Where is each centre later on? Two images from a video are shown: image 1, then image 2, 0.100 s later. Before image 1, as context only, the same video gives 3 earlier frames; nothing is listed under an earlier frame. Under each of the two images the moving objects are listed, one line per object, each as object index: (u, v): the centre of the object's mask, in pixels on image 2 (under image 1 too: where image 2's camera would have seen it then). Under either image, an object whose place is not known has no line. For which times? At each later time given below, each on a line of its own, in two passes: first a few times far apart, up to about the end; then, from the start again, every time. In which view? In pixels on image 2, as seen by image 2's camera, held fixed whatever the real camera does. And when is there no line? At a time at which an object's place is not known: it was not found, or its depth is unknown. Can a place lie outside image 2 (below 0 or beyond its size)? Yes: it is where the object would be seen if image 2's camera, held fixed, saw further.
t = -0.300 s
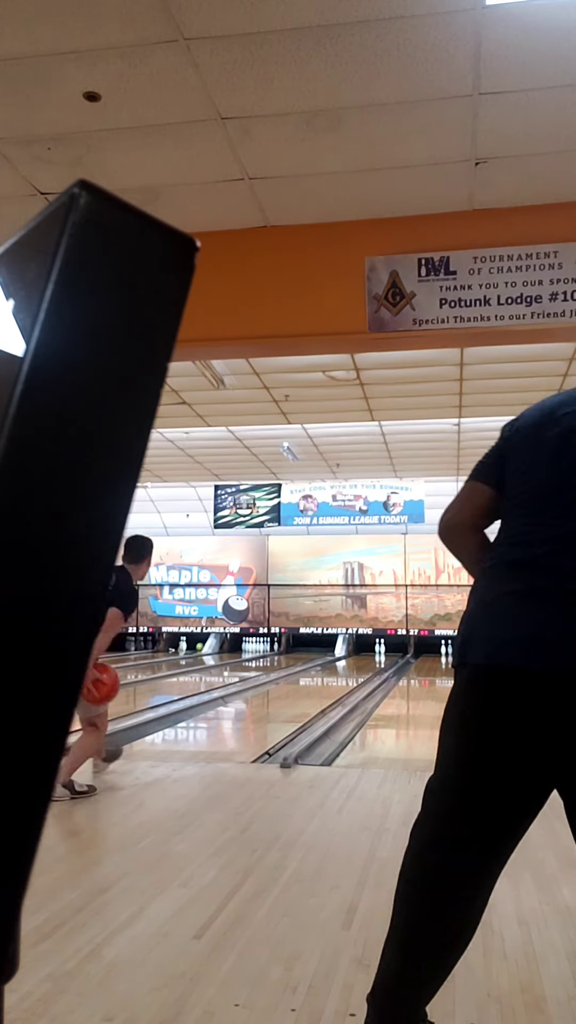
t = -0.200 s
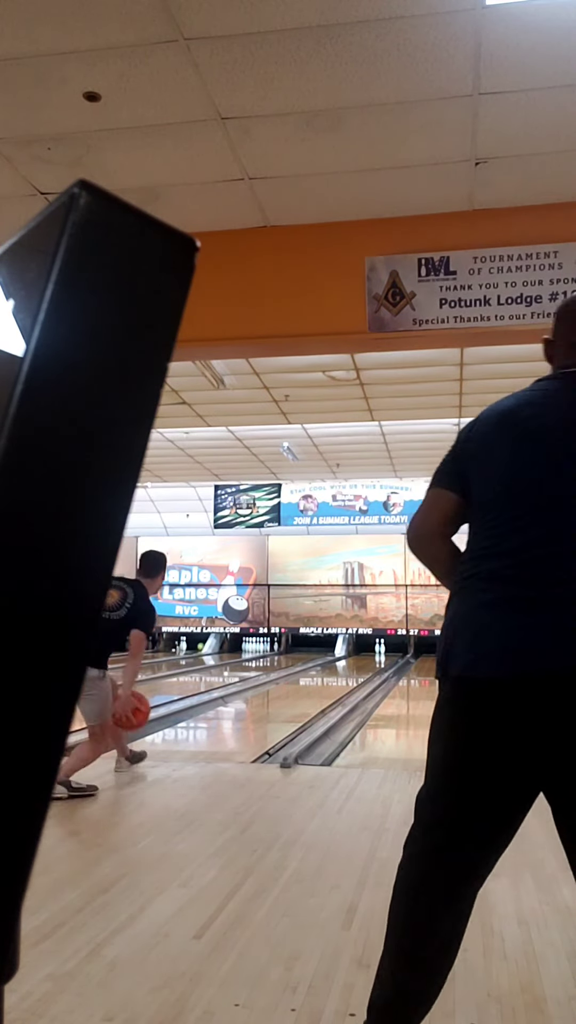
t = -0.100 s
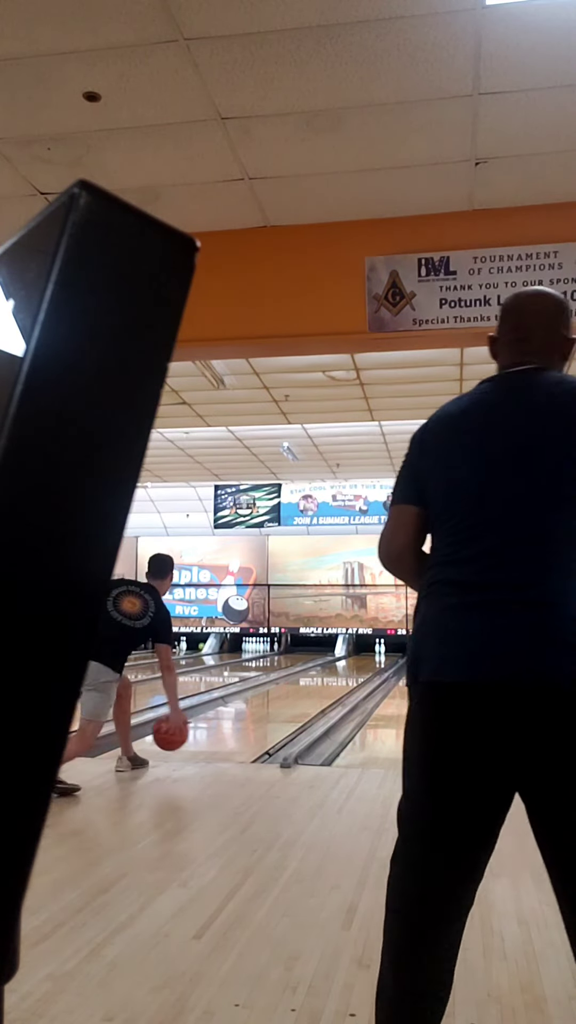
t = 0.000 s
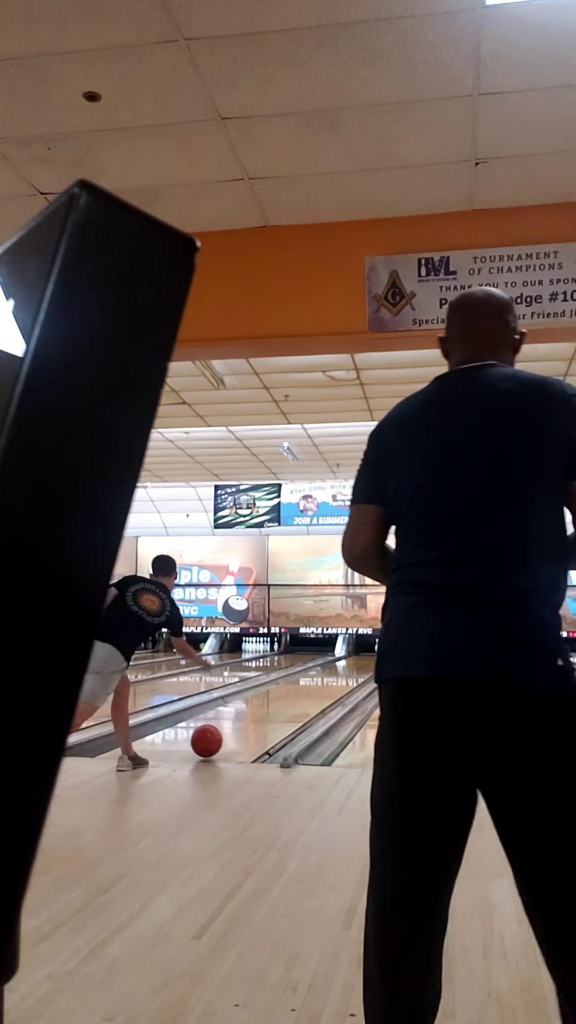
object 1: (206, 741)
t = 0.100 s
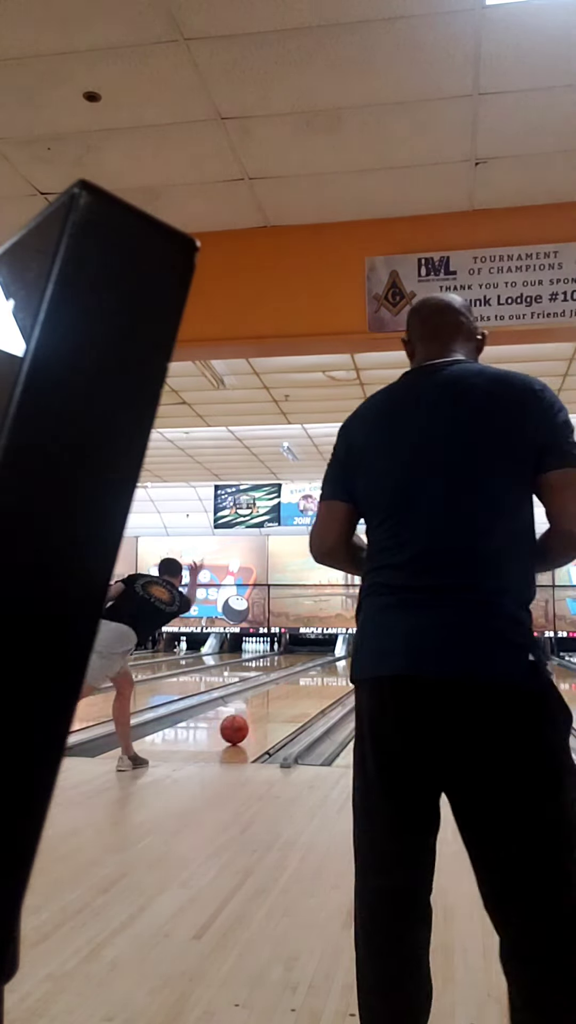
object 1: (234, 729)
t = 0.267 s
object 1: (268, 714)
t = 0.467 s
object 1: (297, 699)
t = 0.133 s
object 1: (242, 726)
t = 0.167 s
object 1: (248, 723)
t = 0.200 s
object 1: (255, 720)
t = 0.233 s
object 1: (262, 717)
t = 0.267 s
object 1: (268, 714)
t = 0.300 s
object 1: (274, 711)
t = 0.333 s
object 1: (279, 708)
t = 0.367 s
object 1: (284, 706)
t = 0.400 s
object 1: (289, 704)
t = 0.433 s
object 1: (293, 702)
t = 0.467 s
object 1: (297, 699)
